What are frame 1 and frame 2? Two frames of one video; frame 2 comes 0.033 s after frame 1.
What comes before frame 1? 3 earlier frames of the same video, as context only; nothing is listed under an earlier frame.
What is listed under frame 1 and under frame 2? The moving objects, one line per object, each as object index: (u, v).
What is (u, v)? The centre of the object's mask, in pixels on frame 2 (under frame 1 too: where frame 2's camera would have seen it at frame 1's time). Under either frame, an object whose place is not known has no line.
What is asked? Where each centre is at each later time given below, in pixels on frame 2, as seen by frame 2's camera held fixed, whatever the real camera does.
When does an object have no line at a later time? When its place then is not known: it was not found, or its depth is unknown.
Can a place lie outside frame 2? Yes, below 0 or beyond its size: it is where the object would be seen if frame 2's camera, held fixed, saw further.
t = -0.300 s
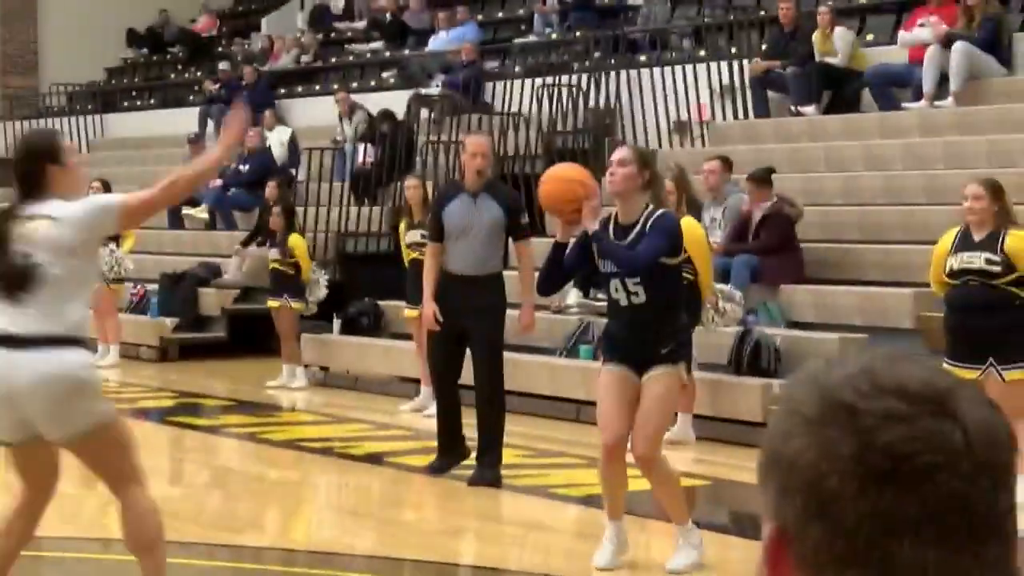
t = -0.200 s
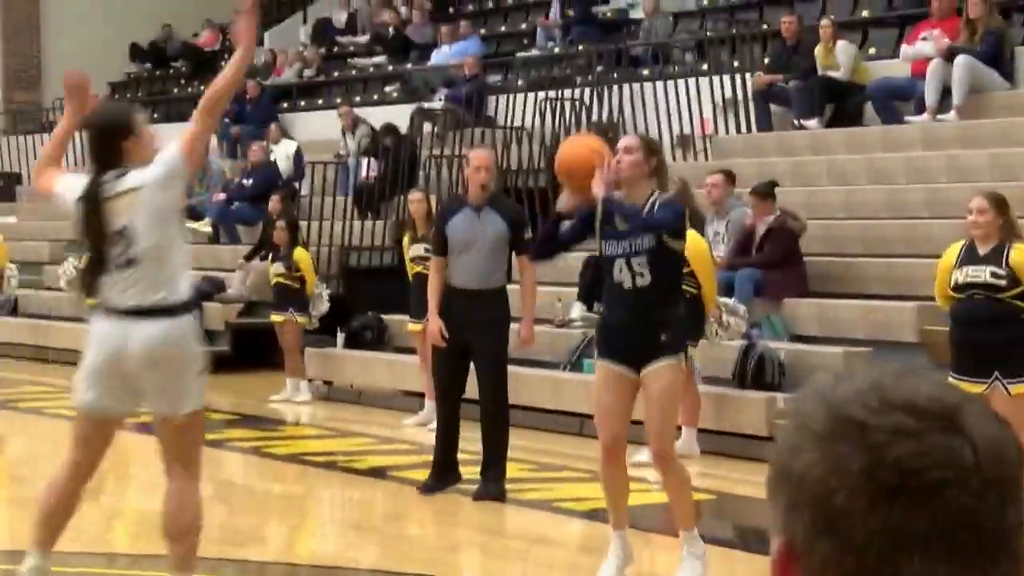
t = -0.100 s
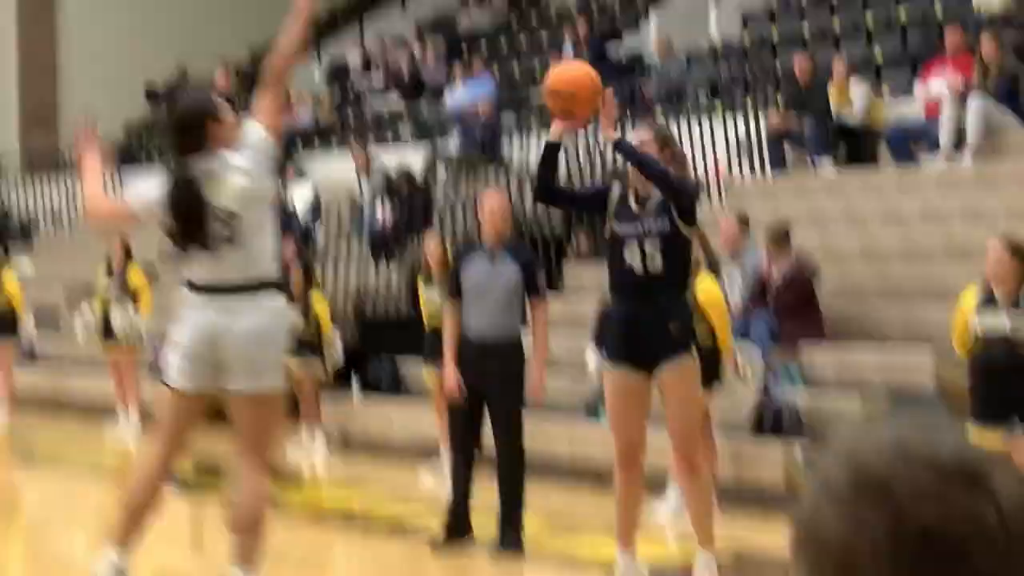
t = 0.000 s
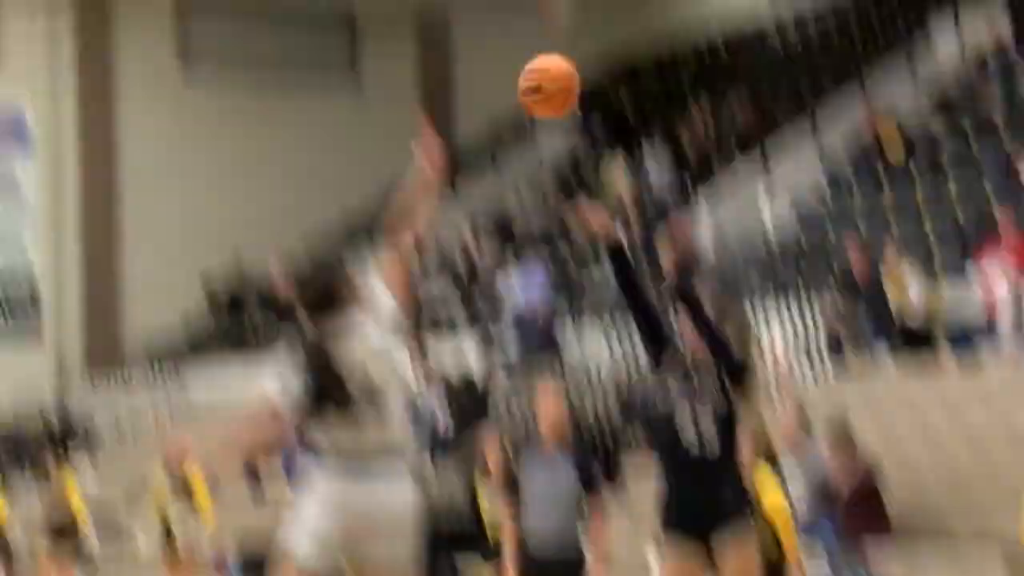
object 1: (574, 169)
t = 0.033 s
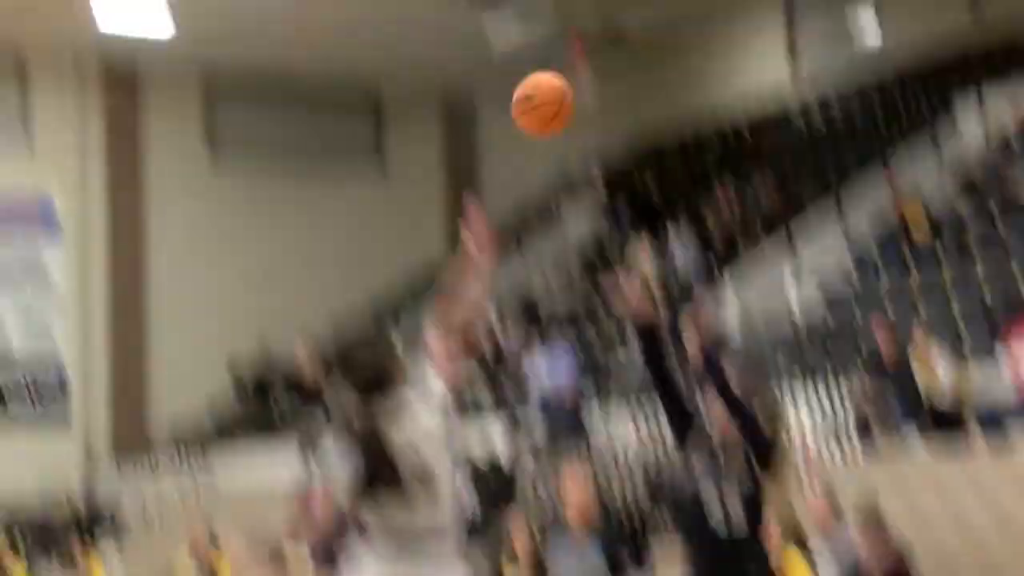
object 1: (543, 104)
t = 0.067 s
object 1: (512, 40)
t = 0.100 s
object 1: (480, -23)
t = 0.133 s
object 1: (448, -84)
